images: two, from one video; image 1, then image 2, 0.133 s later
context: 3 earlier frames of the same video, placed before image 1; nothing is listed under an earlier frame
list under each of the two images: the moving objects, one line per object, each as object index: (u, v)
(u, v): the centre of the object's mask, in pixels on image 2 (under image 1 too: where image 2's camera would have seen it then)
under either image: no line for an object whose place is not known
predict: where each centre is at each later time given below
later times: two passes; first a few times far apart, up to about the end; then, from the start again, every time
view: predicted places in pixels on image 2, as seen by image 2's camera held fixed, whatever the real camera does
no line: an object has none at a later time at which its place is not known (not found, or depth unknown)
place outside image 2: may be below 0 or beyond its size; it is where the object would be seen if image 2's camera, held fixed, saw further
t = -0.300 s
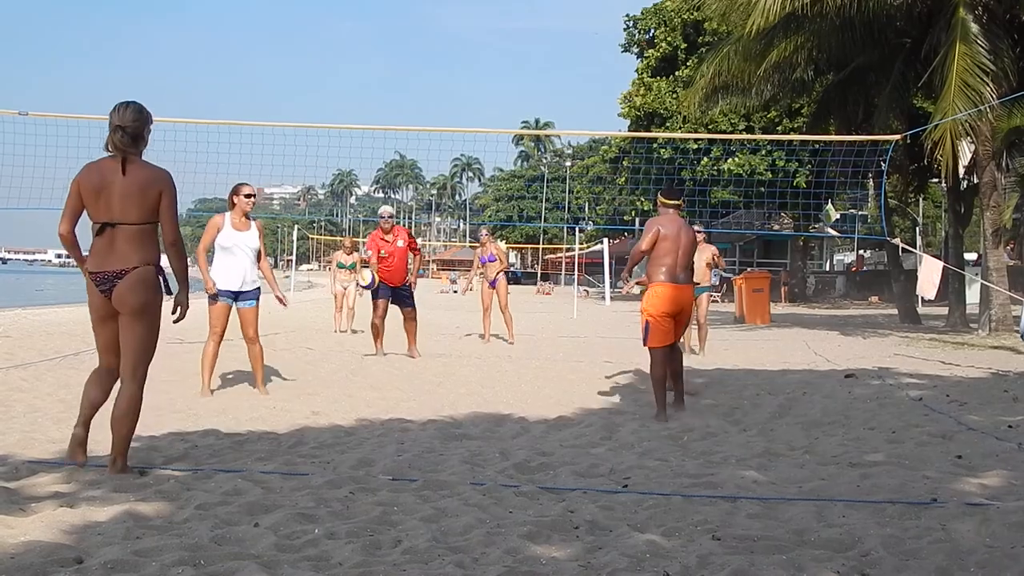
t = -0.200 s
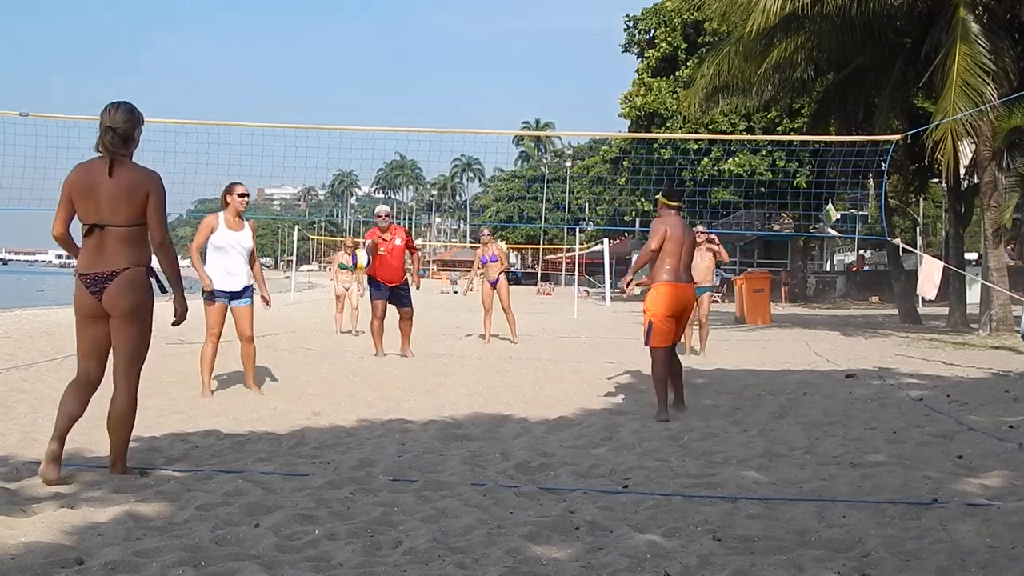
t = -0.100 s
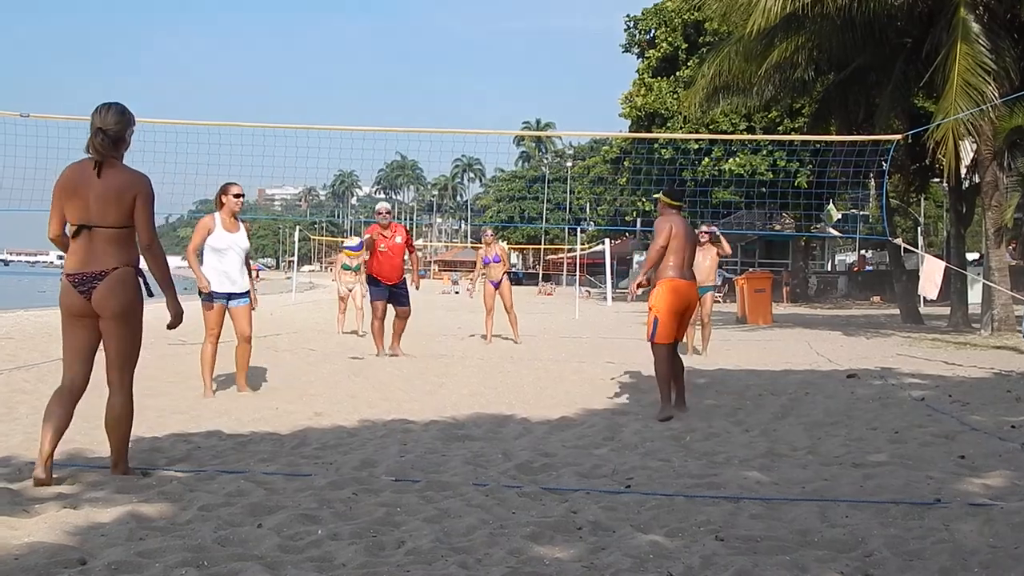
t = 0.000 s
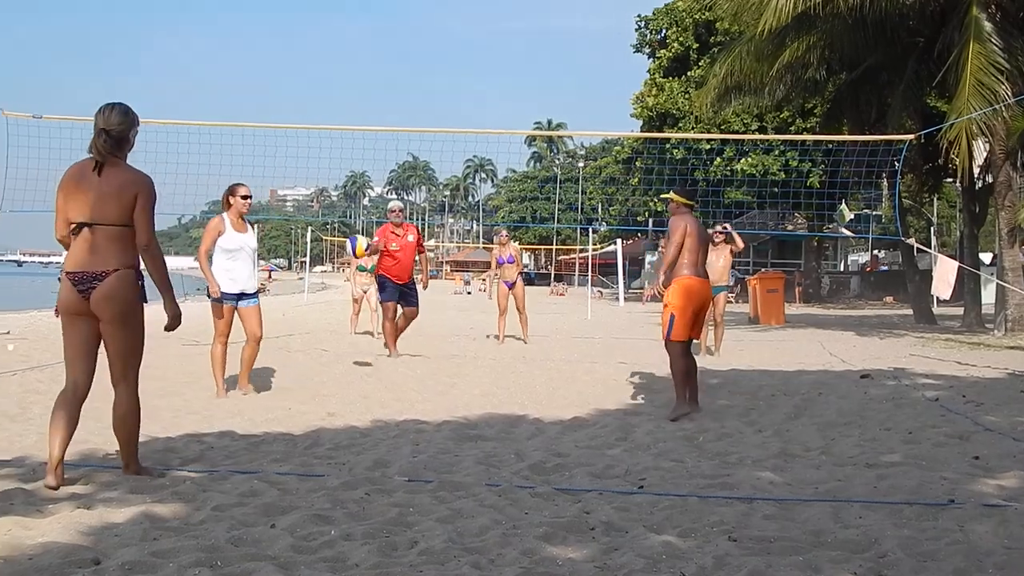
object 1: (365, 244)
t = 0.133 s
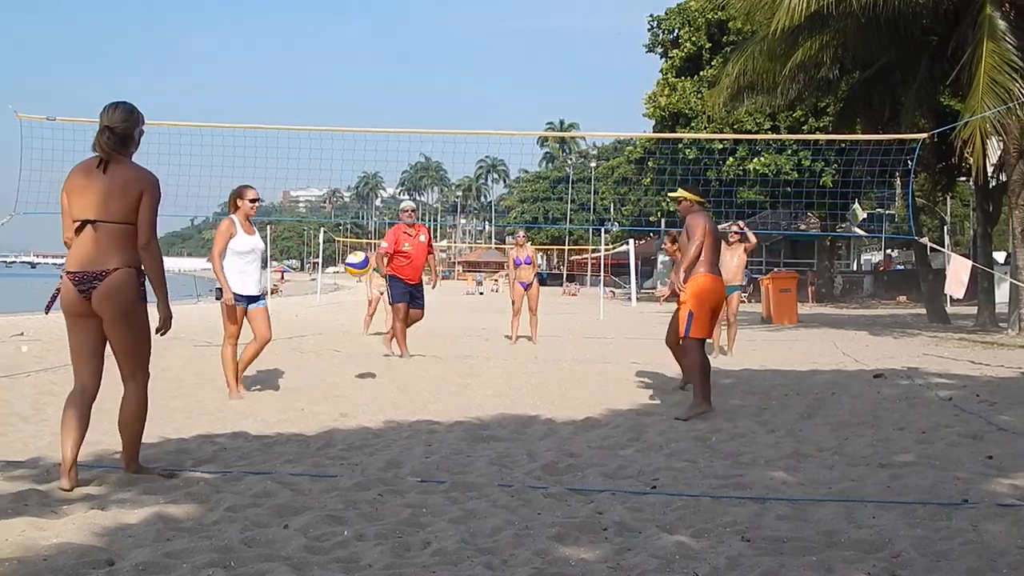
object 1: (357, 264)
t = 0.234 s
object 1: (349, 293)
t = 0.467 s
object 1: (322, 399)
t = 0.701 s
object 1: (303, 329)
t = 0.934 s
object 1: (276, 338)
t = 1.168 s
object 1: (240, 430)
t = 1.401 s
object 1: (229, 439)
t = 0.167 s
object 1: (356, 272)
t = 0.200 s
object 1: (353, 282)
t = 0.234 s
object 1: (349, 293)
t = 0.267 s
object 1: (346, 307)
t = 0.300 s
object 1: (344, 323)
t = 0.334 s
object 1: (339, 340)
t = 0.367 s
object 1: (335, 360)
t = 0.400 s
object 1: (331, 382)
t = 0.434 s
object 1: (326, 407)
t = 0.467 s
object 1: (322, 399)
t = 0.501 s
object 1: (320, 385)
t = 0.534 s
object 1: (319, 372)
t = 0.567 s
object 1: (316, 361)
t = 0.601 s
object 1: (312, 350)
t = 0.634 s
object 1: (309, 342)
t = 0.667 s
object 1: (306, 335)
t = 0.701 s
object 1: (303, 329)
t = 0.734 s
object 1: (300, 325)
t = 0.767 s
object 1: (297, 323)
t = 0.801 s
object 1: (293, 323)
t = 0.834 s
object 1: (289, 324)
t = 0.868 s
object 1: (285, 326)
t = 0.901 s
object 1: (281, 332)
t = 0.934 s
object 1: (276, 338)
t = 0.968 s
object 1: (271, 347)
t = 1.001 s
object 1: (266, 358)
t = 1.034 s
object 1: (260, 371)
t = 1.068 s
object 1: (254, 386)
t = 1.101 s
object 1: (247, 404)
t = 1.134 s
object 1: (243, 426)
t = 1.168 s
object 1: (240, 430)
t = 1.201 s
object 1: (239, 429)
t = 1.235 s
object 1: (237, 430)
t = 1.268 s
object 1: (235, 432)
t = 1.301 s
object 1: (233, 433)
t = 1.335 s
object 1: (232, 434)
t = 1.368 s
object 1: (230, 435)
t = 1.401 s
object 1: (229, 439)
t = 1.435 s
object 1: (227, 443)
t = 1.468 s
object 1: (226, 443)
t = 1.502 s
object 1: (225, 443)
